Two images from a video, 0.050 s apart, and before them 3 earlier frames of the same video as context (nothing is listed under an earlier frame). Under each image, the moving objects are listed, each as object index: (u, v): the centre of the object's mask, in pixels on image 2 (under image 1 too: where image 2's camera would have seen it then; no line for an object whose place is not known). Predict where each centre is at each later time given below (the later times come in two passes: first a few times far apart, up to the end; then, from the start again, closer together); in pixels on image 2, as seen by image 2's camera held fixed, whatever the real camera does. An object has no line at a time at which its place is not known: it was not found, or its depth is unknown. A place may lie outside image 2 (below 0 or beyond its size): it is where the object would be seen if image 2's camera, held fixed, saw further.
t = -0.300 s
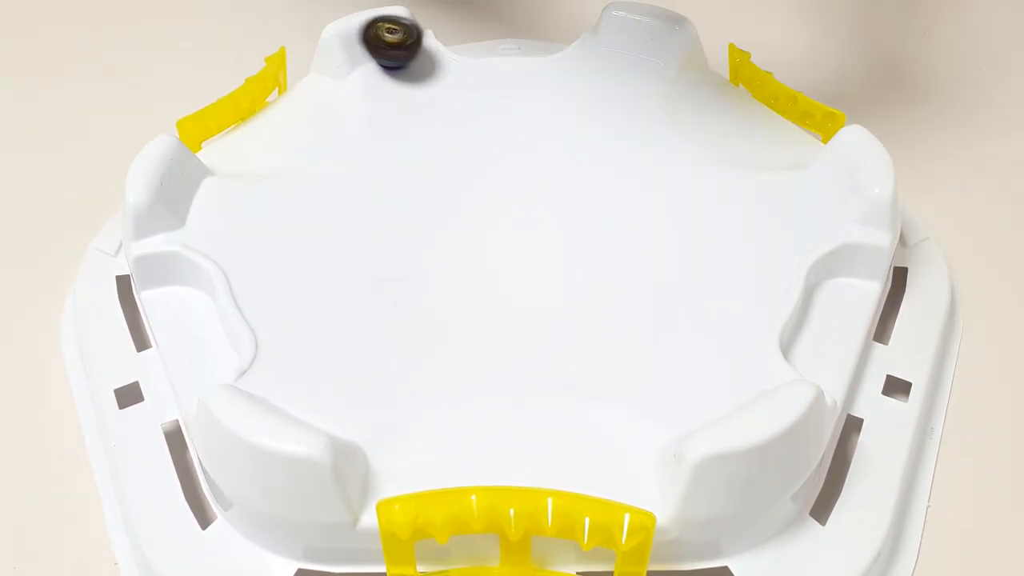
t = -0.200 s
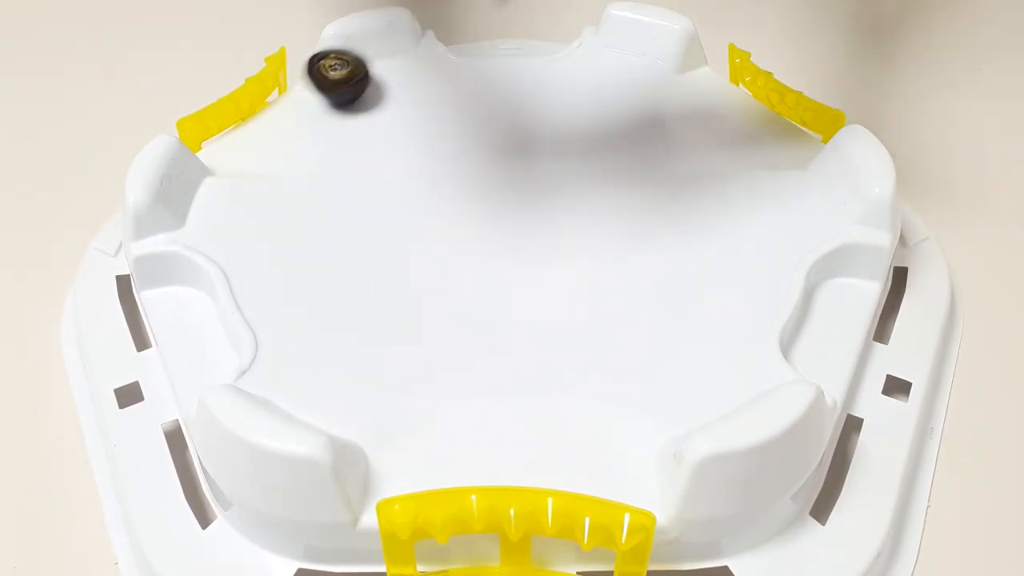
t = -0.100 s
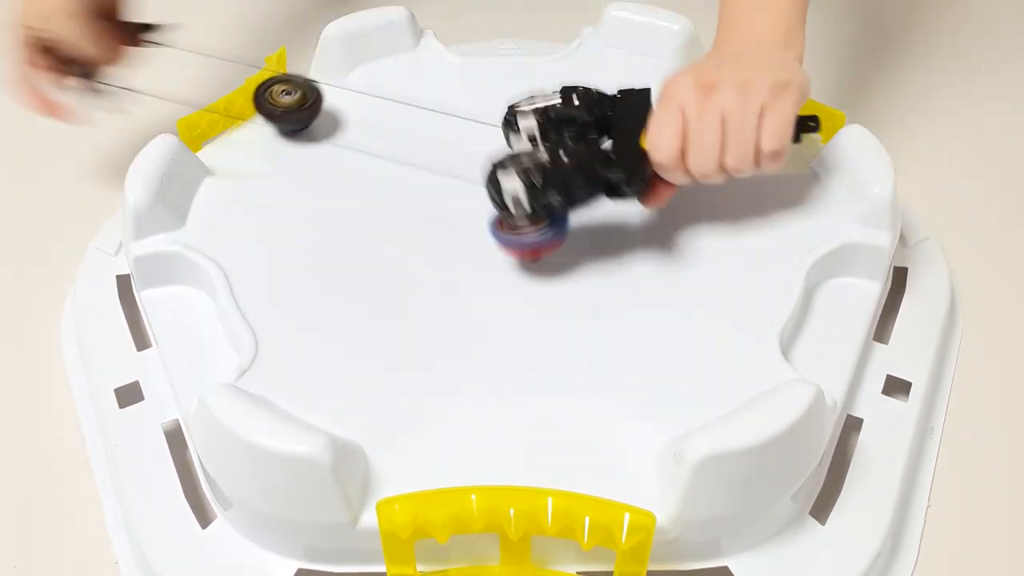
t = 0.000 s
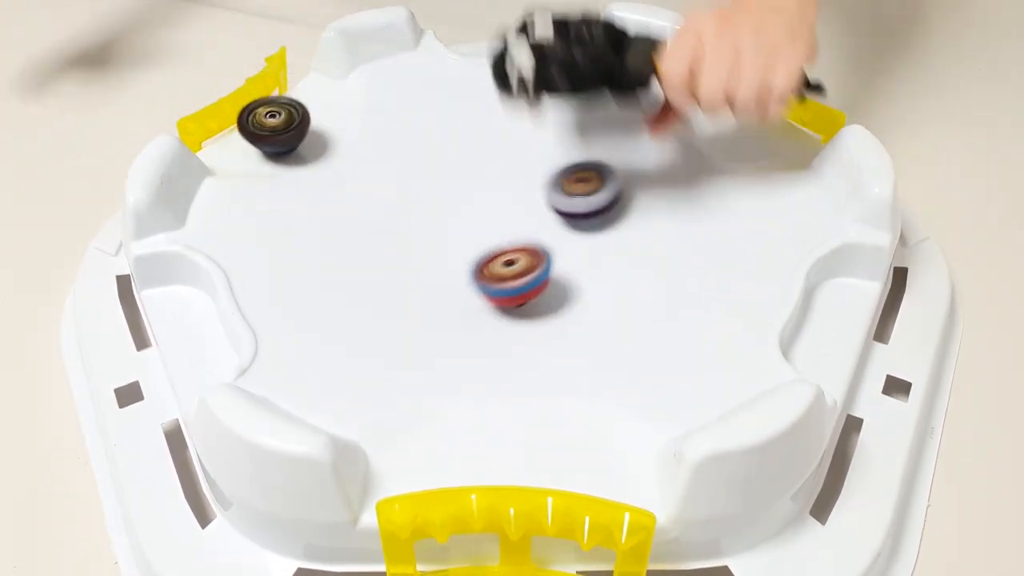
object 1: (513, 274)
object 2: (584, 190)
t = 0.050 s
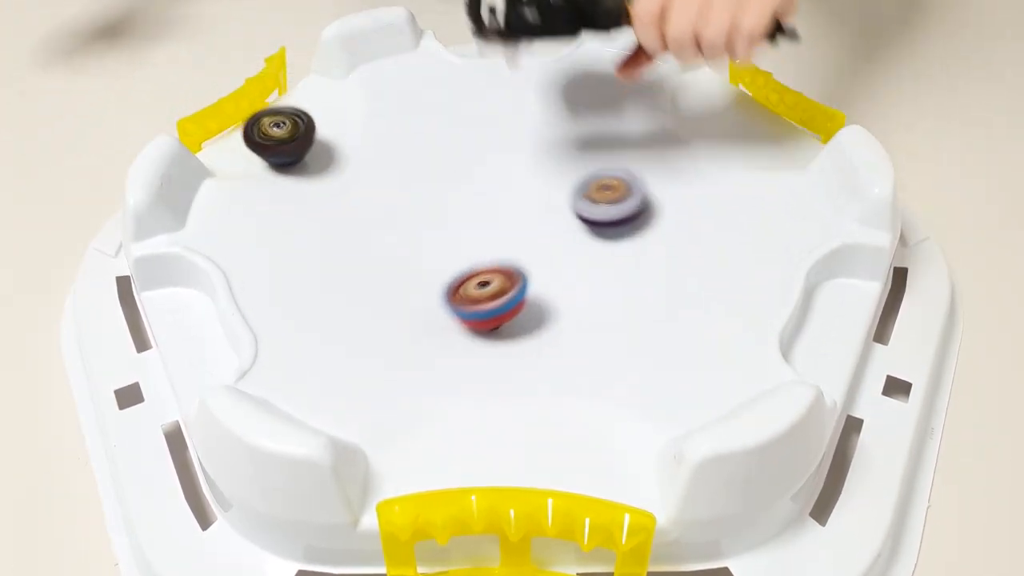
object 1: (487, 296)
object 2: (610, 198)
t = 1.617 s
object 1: (448, 382)
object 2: (423, 112)
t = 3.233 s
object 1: (481, 189)
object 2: (553, 263)
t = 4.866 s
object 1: (273, 103)
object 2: (563, 279)
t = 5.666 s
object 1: (590, 274)
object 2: (566, 184)
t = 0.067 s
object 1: (479, 299)
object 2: (617, 200)
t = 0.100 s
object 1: (465, 309)
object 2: (628, 206)
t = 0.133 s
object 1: (452, 316)
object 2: (636, 214)
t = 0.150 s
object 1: (446, 320)
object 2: (638, 219)
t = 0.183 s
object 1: (437, 328)
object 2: (638, 230)
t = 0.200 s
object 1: (434, 330)
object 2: (636, 236)
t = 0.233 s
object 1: (428, 338)
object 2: (627, 249)
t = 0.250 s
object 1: (426, 342)
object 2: (621, 255)
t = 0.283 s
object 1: (424, 349)
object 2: (603, 267)
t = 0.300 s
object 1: (424, 353)
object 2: (592, 273)
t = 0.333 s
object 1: (425, 360)
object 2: (565, 280)
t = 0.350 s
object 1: (426, 363)
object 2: (551, 282)
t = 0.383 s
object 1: (430, 374)
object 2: (559, 278)
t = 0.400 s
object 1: (432, 377)
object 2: (585, 269)
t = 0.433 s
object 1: (438, 388)
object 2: (630, 250)
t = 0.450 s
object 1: (440, 393)
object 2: (651, 240)
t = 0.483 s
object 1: (442, 402)
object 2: (685, 219)
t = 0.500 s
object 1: (441, 408)
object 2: (701, 210)
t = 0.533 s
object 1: (439, 420)
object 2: (725, 195)
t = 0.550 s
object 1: (436, 424)
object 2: (736, 188)
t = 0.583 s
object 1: (427, 437)
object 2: (754, 177)
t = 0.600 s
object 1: (420, 441)
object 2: (761, 172)
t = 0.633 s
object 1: (404, 448)
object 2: (774, 165)
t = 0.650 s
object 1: (406, 447)
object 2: (780, 163)
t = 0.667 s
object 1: (411, 444)
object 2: (784, 161)
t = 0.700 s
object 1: (418, 438)
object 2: (794, 160)
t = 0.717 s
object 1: (419, 435)
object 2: (798, 157)
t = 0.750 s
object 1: (419, 427)
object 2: (800, 162)
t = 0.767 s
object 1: (418, 424)
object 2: (798, 164)
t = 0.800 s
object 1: (412, 419)
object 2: (793, 169)
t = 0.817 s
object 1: (408, 416)
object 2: (791, 171)
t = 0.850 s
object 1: (400, 413)
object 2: (785, 177)
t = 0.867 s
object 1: (396, 412)
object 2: (782, 181)
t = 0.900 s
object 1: (392, 411)
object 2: (772, 188)
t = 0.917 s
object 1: (393, 410)
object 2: (767, 192)
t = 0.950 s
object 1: (399, 412)
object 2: (753, 199)
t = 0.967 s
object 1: (403, 413)
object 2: (745, 204)
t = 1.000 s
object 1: (409, 418)
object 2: (725, 211)
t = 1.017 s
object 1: (411, 420)
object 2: (715, 215)
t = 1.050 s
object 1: (412, 423)
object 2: (689, 222)
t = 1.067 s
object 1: (411, 424)
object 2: (677, 227)
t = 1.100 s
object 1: (405, 423)
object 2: (649, 235)
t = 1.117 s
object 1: (402, 423)
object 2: (634, 239)
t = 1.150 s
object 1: (402, 422)
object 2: (603, 244)
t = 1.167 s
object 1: (406, 422)
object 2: (588, 245)
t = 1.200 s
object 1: (411, 422)
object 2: (557, 244)
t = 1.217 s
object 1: (412, 422)
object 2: (542, 242)
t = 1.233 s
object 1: (412, 421)
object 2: (527, 240)
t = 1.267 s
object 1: (415, 417)
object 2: (501, 232)
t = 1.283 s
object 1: (416, 415)
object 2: (488, 227)
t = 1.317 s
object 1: (420, 411)
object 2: (466, 215)
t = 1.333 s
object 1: (422, 409)
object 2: (456, 209)
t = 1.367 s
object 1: (427, 404)
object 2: (439, 196)
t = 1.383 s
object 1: (429, 400)
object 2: (432, 189)
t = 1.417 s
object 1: (436, 395)
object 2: (422, 177)
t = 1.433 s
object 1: (439, 390)
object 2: (417, 170)
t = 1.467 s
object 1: (446, 383)
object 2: (413, 158)
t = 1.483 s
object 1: (448, 380)
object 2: (412, 151)
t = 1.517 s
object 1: (450, 378)
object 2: (412, 141)
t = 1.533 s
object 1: (449, 378)
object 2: (413, 135)
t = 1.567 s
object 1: (449, 380)
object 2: (416, 125)
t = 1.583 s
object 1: (448, 381)
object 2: (418, 121)
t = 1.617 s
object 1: (448, 382)
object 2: (423, 112)
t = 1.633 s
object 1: (450, 381)
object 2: (426, 108)
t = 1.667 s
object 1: (457, 377)
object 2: (431, 100)
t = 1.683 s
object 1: (461, 373)
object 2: (435, 96)
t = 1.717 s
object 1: (473, 365)
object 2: (441, 89)
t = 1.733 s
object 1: (480, 360)
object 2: (444, 86)
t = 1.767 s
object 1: (498, 350)
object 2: (450, 80)
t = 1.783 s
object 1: (509, 344)
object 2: (453, 76)
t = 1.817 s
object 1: (532, 330)
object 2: (458, 70)
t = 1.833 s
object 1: (544, 322)
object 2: (460, 68)
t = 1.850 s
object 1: (557, 313)
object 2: (463, 65)
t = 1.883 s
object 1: (582, 291)
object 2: (469, 60)
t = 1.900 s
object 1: (594, 280)
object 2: (472, 58)
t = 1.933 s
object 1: (614, 253)
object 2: (479, 55)
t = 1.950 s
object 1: (621, 238)
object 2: (483, 54)
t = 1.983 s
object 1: (629, 204)
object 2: (492, 53)
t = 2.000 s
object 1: (629, 191)
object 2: (496, 54)
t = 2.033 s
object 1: (626, 160)
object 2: (506, 58)
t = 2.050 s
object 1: (622, 146)
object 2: (511, 60)
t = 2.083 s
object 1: (610, 118)
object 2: (520, 68)
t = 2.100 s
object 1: (602, 106)
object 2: (525, 73)
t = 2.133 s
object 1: (610, 84)
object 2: (511, 79)
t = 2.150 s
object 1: (624, 79)
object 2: (497, 80)
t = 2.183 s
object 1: (648, 67)
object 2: (467, 85)
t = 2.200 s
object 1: (659, 62)
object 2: (453, 88)
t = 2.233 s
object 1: (678, 59)
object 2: (430, 92)
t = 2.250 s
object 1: (688, 63)
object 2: (419, 96)
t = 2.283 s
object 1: (706, 66)
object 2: (399, 101)
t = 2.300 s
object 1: (715, 67)
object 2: (389, 105)
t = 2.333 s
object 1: (723, 70)
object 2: (372, 110)
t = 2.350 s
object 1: (723, 74)
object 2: (364, 114)
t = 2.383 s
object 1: (723, 80)
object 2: (351, 120)
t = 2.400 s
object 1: (725, 80)
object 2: (345, 123)
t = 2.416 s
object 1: (725, 81)
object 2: (339, 126)
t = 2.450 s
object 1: (726, 82)
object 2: (329, 133)
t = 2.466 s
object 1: (727, 82)
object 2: (325, 137)
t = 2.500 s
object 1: (727, 83)
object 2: (318, 143)
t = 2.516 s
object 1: (727, 83)
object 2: (315, 147)
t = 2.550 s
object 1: (727, 84)
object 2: (310, 153)
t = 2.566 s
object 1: (727, 84)
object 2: (308, 155)
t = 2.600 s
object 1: (727, 85)
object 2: (305, 162)
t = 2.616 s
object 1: (727, 86)
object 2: (304, 166)
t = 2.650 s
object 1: (726, 87)
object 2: (304, 172)
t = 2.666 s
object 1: (725, 88)
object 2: (304, 176)
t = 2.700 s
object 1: (723, 91)
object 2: (305, 182)
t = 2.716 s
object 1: (723, 92)
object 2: (307, 186)
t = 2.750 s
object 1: (721, 94)
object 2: (312, 193)
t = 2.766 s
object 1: (719, 95)
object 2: (314, 197)
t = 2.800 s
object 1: (716, 98)
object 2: (321, 204)
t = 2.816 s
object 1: (714, 100)
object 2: (326, 207)
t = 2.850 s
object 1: (710, 105)
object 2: (335, 216)
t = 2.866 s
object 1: (708, 107)
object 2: (341, 219)
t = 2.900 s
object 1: (704, 110)
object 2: (355, 227)
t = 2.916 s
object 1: (702, 113)
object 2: (362, 231)
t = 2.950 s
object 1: (697, 118)
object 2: (379, 238)
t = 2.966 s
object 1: (693, 119)
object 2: (387, 241)
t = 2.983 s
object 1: (688, 123)
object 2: (397, 244)
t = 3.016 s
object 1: (675, 129)
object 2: (417, 251)
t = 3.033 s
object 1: (666, 133)
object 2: (427, 253)
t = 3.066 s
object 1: (645, 141)
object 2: (449, 257)
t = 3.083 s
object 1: (633, 144)
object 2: (459, 259)
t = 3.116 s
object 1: (605, 152)
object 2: (482, 262)
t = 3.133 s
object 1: (590, 156)
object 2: (493, 263)
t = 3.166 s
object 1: (554, 166)
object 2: (514, 264)
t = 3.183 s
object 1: (535, 171)
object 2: (524, 264)
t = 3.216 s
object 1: (499, 183)
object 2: (544, 263)
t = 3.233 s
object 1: (481, 189)
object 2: (553, 263)
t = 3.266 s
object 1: (447, 200)
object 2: (569, 261)
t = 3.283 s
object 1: (431, 208)
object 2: (575, 260)
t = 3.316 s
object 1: (402, 220)
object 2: (587, 257)
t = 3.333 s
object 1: (389, 228)
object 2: (591, 256)
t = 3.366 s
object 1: (367, 244)
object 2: (595, 254)
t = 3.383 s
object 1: (358, 251)
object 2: (596, 253)
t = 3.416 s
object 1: (344, 267)
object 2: (594, 253)
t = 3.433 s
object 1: (339, 277)
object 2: (590, 251)
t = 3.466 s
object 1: (334, 294)
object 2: (582, 252)
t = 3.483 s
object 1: (332, 304)
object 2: (576, 252)
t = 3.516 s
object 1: (334, 323)
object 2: (563, 251)
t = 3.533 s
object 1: (337, 334)
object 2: (555, 251)
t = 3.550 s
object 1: (341, 346)
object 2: (547, 251)
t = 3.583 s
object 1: (353, 367)
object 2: (530, 252)
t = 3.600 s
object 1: (361, 377)
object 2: (521, 253)
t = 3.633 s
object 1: (384, 405)
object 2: (502, 252)
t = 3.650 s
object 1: (403, 416)
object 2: (492, 254)
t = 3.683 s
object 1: (439, 437)
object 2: (475, 254)
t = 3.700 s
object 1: (451, 440)
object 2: (468, 255)
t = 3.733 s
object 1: (468, 438)
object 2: (452, 256)
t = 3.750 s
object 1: (477, 436)
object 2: (445, 258)
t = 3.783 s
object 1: (488, 429)
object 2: (431, 259)
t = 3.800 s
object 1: (492, 425)
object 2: (425, 257)
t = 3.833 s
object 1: (502, 420)
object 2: (414, 257)
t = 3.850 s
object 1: (507, 417)
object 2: (409, 256)
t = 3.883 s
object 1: (517, 410)
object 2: (400, 254)
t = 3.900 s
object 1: (522, 407)
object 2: (397, 253)
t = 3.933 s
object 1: (530, 399)
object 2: (389, 249)
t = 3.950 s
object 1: (535, 395)
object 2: (386, 247)
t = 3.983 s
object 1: (542, 387)
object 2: (381, 244)
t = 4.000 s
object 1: (545, 382)
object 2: (379, 241)
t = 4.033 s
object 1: (551, 373)
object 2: (376, 238)
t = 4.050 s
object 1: (554, 368)
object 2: (374, 236)
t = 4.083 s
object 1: (561, 357)
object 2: (373, 233)
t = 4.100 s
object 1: (565, 350)
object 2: (373, 232)
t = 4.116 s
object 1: (571, 344)
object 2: (374, 231)
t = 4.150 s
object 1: (582, 327)
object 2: (379, 228)
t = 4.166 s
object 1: (588, 318)
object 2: (383, 228)
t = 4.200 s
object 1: (601, 300)
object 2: (394, 227)
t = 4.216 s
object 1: (608, 288)
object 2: (400, 226)
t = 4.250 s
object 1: (621, 266)
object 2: (414, 227)
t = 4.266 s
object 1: (625, 253)
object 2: (422, 227)
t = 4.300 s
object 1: (627, 227)
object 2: (436, 229)
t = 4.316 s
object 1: (624, 213)
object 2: (445, 230)
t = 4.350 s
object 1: (616, 191)
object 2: (461, 233)
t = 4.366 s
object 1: (610, 179)
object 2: (468, 234)
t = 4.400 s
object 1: (592, 156)
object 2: (483, 237)
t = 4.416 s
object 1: (583, 146)
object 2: (489, 238)
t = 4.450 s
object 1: (560, 127)
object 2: (501, 241)
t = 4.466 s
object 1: (547, 119)
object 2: (508, 242)
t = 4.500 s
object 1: (521, 107)
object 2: (518, 245)
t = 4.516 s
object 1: (507, 101)
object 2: (523, 246)
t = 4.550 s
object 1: (477, 93)
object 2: (531, 250)
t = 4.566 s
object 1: (462, 90)
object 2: (535, 251)
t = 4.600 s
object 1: (431, 85)
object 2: (540, 255)
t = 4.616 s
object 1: (415, 84)
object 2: (544, 257)
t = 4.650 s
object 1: (383, 85)
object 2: (549, 261)
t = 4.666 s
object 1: (367, 86)
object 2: (551, 263)
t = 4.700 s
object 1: (336, 94)
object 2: (555, 266)
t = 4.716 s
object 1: (323, 94)
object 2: (557, 268)
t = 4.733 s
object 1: (311, 95)
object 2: (558, 270)
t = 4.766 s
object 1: (295, 98)
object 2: (561, 272)
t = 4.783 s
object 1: (290, 100)
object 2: (561, 274)
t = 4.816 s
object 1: (283, 101)
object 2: (562, 276)
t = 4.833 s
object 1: (279, 101)
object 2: (563, 278)
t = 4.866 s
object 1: (273, 103)
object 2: (563, 279)
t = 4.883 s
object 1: (270, 103)
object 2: (563, 280)
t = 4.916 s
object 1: (267, 106)
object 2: (563, 282)
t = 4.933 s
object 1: (266, 108)
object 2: (563, 283)
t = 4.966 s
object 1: (266, 111)
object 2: (562, 284)
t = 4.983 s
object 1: (266, 113)
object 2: (561, 285)
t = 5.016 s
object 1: (267, 117)
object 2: (559, 285)
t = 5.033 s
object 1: (267, 119)
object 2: (556, 285)
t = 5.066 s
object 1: (268, 122)
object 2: (552, 283)
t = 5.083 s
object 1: (269, 124)
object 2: (550, 282)
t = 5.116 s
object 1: (272, 128)
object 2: (544, 278)
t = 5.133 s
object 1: (273, 130)
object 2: (542, 275)
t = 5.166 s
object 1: (277, 133)
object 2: (538, 269)
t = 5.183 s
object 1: (278, 135)
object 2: (537, 265)
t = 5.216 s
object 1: (282, 139)
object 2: (536, 258)
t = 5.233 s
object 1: (286, 142)
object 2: (535, 254)
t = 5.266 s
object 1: (296, 146)
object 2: (535, 246)
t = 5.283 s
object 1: (302, 152)
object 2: (535, 243)
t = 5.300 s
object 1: (308, 158)
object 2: (536, 238)
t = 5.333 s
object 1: (322, 168)
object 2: (538, 231)
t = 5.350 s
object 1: (330, 177)
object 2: (539, 228)
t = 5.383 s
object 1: (347, 193)
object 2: (542, 221)
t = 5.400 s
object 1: (355, 200)
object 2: (543, 217)
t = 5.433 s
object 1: (376, 220)
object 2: (546, 212)
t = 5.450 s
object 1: (389, 233)
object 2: (547, 209)
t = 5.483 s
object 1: (414, 253)
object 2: (550, 204)
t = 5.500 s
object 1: (430, 262)
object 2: (551, 201)
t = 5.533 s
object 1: (461, 274)
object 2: (555, 197)
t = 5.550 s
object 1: (479, 280)
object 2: (556, 195)
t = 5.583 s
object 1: (518, 285)
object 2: (560, 190)
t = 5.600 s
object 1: (537, 285)
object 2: (562, 189)
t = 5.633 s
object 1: (574, 279)
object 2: (565, 185)
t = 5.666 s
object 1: (590, 274)
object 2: (566, 184)
